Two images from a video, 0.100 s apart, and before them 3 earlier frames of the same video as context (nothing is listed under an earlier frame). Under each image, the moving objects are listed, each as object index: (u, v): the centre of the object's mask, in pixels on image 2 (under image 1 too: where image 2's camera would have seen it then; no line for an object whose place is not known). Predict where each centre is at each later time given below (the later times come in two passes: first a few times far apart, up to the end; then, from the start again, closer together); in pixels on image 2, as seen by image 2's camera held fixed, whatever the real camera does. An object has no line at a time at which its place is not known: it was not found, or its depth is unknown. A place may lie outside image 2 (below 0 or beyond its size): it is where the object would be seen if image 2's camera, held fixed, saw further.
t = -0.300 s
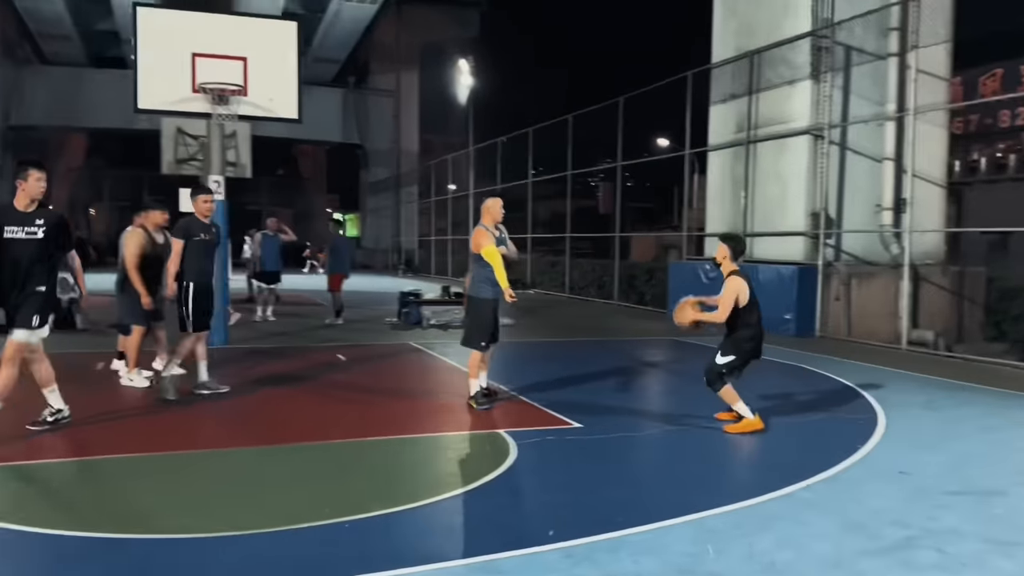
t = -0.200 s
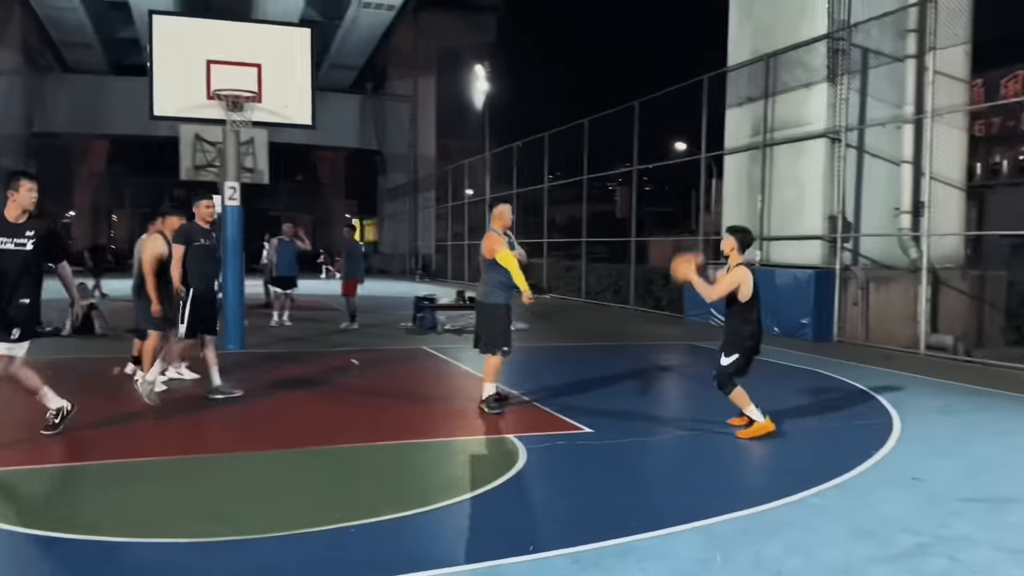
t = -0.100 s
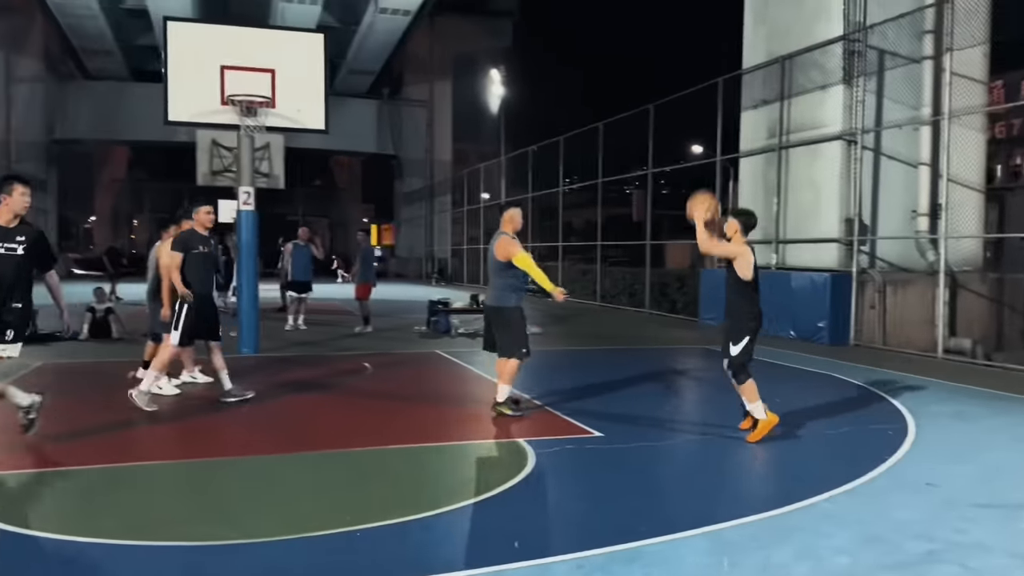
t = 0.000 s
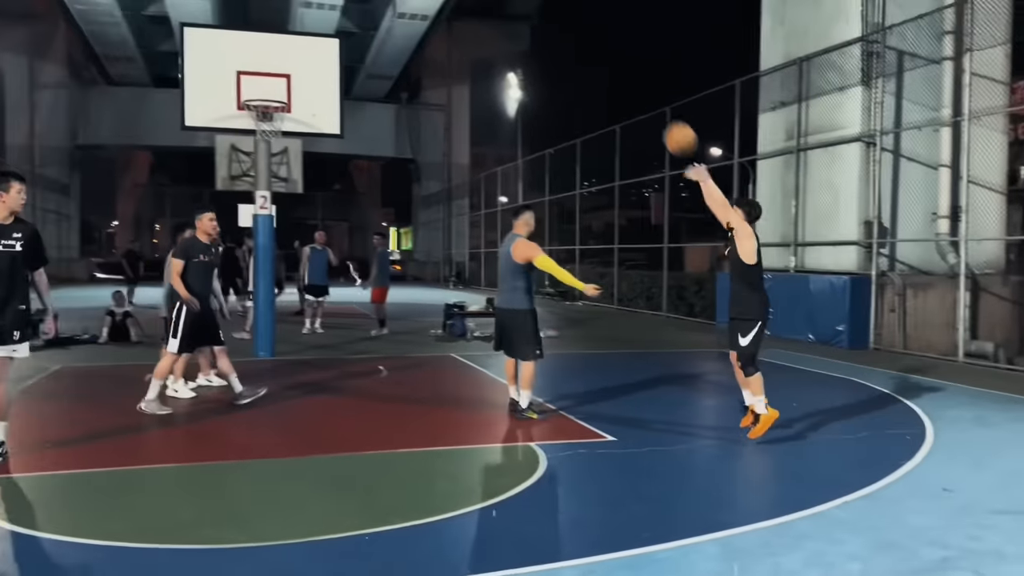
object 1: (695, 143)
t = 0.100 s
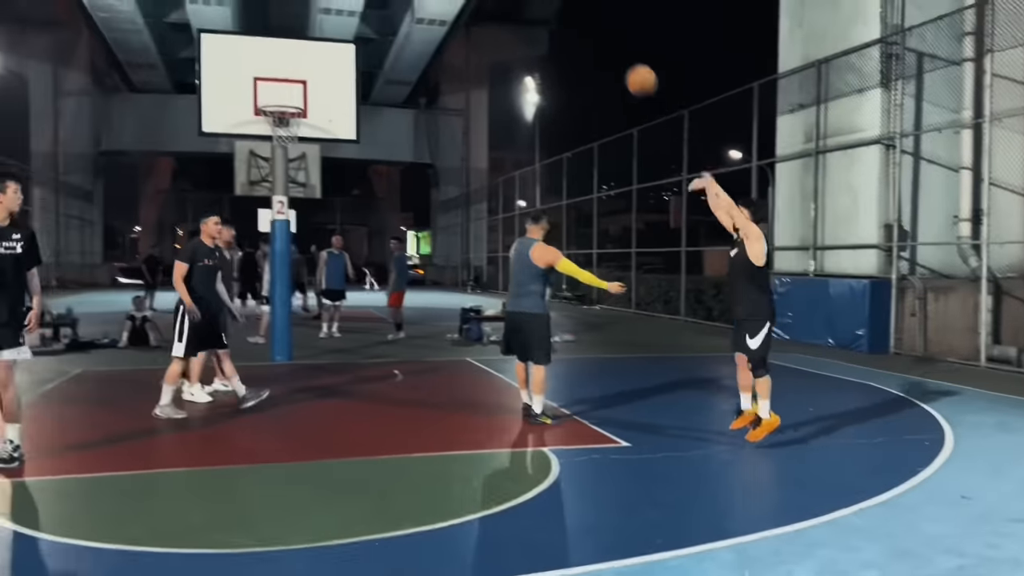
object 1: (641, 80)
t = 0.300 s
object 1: (543, 3)
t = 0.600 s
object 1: (422, -21)
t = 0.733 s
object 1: (375, 0)
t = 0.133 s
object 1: (624, 63)
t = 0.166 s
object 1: (607, 48)
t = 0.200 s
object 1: (591, 35)
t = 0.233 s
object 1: (575, 22)
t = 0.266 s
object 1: (558, 11)
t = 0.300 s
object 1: (543, 3)
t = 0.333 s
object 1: (529, -5)
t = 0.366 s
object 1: (514, -9)
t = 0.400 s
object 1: (500, -14)
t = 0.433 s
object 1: (487, -17)
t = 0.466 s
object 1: (475, -19)
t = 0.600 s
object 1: (422, -21)
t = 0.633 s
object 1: (409, -18)
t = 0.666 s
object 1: (398, -13)
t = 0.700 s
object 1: (386, -8)
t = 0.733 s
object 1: (375, 0)
